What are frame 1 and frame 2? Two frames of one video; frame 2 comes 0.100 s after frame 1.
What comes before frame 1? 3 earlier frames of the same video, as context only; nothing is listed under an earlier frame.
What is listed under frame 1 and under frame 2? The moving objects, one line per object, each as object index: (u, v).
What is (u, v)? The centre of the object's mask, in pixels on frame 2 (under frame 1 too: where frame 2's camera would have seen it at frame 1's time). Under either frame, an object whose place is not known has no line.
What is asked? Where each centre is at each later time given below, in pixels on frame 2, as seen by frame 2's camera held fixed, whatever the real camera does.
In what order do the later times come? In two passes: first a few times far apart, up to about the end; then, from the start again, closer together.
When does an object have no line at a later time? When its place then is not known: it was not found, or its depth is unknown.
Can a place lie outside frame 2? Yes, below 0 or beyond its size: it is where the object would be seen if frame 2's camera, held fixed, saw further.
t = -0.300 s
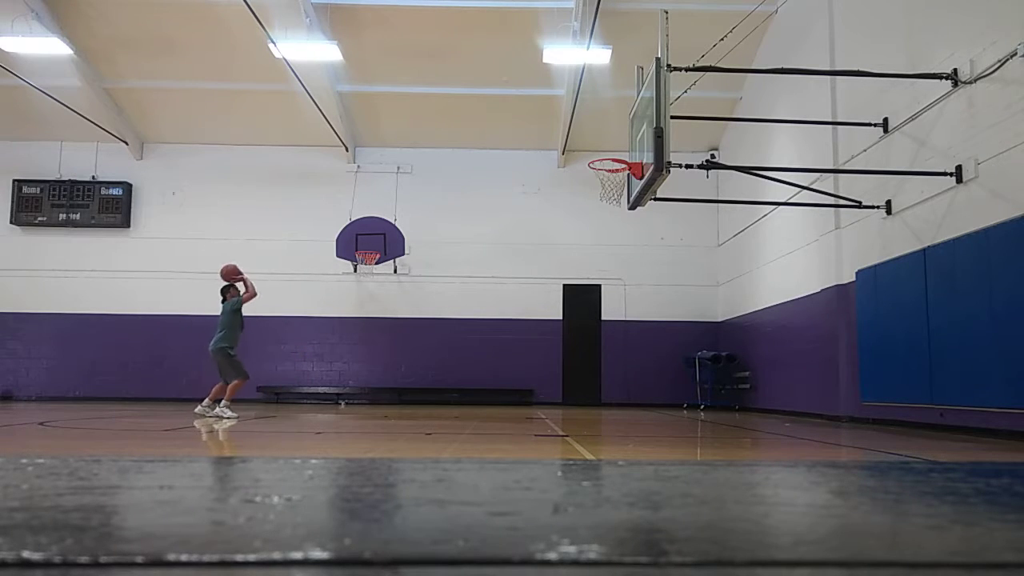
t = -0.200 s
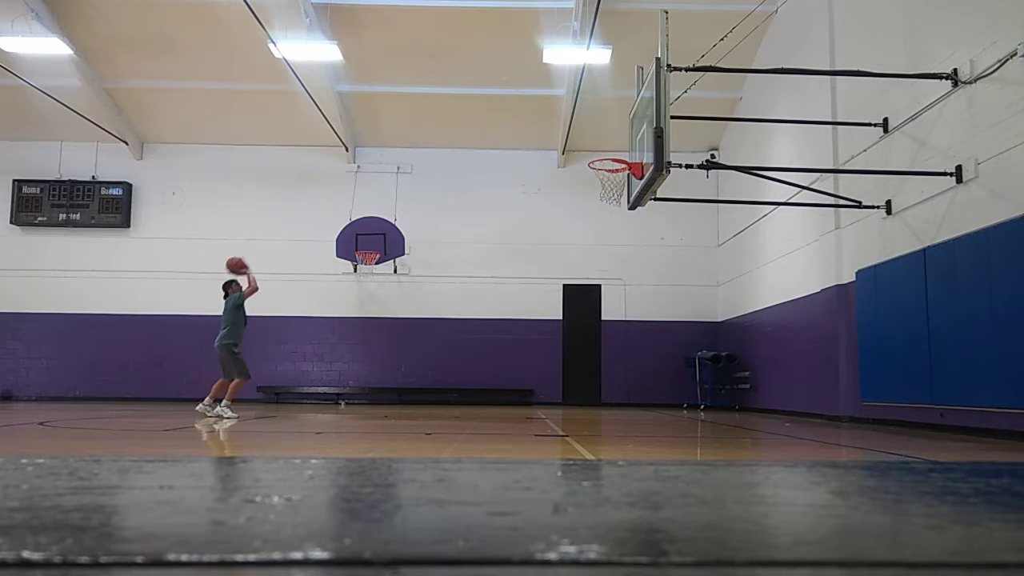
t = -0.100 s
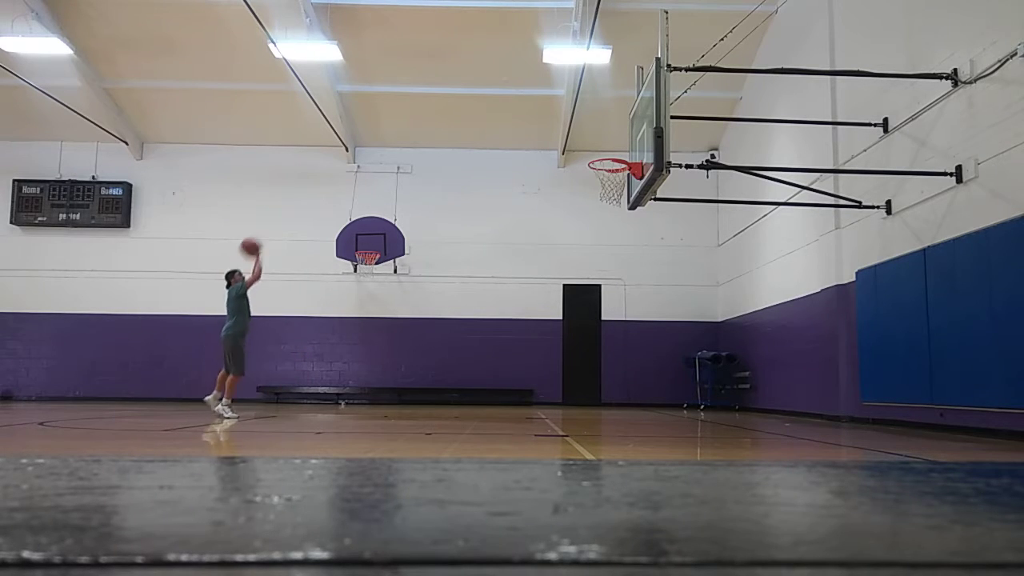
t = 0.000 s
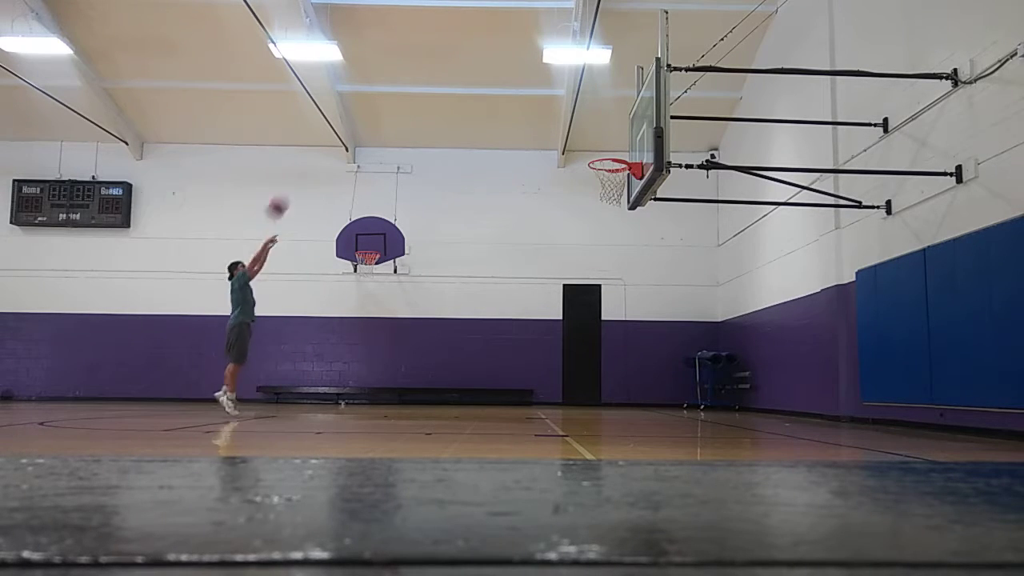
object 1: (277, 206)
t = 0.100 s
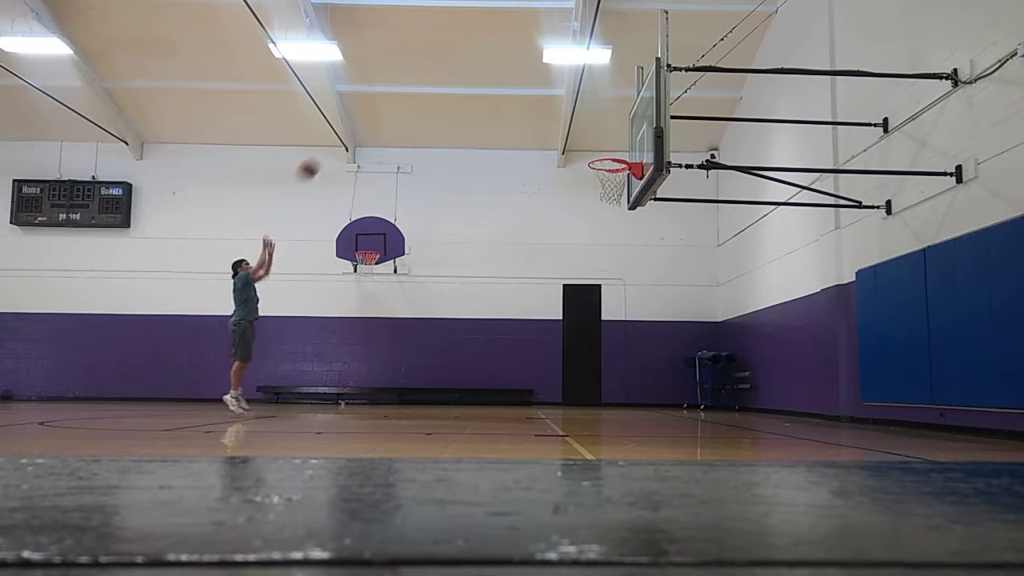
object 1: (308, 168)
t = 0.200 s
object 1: (340, 137)
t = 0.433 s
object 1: (411, 90)
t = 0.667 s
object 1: (483, 84)
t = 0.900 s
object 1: (556, 118)
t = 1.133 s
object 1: (627, 189)
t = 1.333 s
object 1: (628, 231)
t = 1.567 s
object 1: (625, 331)
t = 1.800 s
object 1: (615, 377)
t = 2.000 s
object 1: (587, 305)
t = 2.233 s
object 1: (557, 262)
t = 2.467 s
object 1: (526, 265)
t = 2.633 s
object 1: (504, 295)
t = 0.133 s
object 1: (319, 157)
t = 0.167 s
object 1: (329, 148)
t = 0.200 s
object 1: (340, 137)
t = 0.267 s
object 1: (361, 120)
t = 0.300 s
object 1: (371, 113)
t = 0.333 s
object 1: (381, 106)
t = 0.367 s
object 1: (391, 100)
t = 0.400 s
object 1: (401, 96)
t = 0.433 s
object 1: (411, 90)
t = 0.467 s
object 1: (421, 87)
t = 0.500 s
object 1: (431, 85)
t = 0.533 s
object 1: (441, 83)
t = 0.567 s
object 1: (452, 81)
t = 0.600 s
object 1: (462, 81)
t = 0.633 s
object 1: (472, 82)
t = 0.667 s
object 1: (483, 84)
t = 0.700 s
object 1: (493, 86)
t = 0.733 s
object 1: (503, 89)
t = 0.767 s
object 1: (514, 93)
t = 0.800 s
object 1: (525, 99)
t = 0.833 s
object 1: (536, 105)
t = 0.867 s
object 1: (545, 111)
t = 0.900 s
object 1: (556, 118)
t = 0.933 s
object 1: (567, 127)
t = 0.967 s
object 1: (579, 138)
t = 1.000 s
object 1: (589, 148)
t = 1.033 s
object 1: (598, 155)
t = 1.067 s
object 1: (611, 170)
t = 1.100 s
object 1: (620, 184)
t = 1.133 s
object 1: (627, 189)
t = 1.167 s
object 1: (628, 192)
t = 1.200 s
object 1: (627, 197)
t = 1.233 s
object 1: (628, 205)
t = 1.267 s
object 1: (627, 213)
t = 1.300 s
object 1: (628, 222)
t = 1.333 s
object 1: (628, 231)
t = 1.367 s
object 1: (628, 242)
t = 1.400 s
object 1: (627, 253)
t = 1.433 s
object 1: (627, 266)
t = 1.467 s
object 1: (627, 280)
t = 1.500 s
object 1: (627, 294)
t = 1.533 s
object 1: (627, 310)
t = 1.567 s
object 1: (625, 331)
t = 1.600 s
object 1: (626, 345)
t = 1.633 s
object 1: (625, 364)
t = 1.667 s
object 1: (626, 385)
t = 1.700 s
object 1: (628, 409)
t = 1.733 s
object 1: (626, 412)
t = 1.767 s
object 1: (618, 394)
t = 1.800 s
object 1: (615, 377)
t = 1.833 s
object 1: (610, 364)
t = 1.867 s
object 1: (605, 348)
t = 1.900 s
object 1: (601, 336)
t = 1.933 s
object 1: (595, 325)
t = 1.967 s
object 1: (592, 315)
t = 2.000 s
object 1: (587, 305)
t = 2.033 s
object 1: (584, 295)
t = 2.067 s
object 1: (580, 289)
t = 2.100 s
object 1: (575, 281)
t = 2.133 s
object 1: (570, 274)
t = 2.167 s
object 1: (566, 269)
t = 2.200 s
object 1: (561, 265)
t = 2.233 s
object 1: (557, 262)
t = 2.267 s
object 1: (553, 259)
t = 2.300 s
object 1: (548, 258)
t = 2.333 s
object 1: (544, 257)
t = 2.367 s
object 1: (539, 258)
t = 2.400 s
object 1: (535, 259)
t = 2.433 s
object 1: (530, 262)
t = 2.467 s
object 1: (526, 265)
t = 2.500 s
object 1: (522, 269)
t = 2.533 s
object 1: (517, 274)
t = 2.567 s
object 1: (512, 280)
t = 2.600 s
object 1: (508, 287)
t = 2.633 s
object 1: (504, 295)
